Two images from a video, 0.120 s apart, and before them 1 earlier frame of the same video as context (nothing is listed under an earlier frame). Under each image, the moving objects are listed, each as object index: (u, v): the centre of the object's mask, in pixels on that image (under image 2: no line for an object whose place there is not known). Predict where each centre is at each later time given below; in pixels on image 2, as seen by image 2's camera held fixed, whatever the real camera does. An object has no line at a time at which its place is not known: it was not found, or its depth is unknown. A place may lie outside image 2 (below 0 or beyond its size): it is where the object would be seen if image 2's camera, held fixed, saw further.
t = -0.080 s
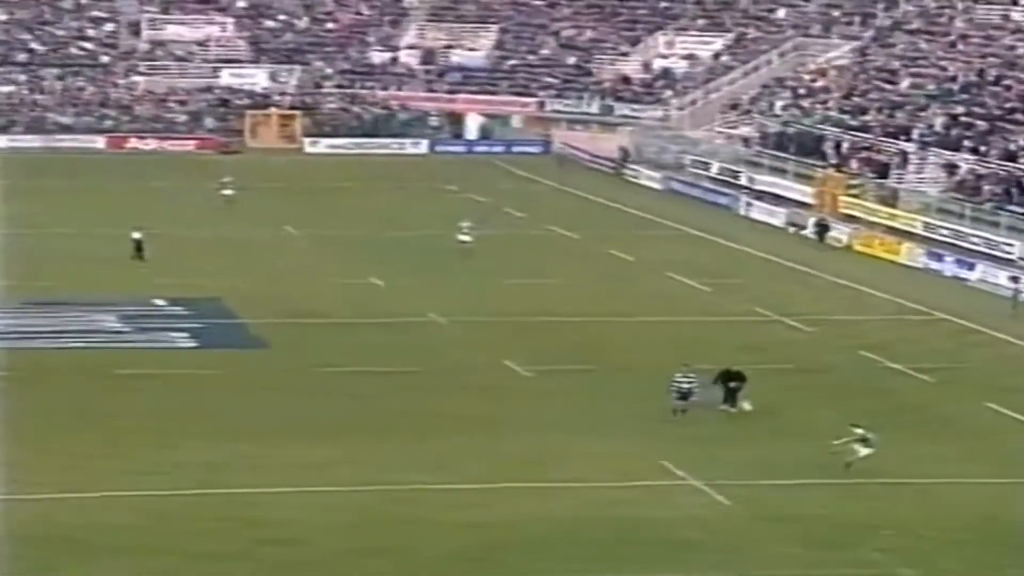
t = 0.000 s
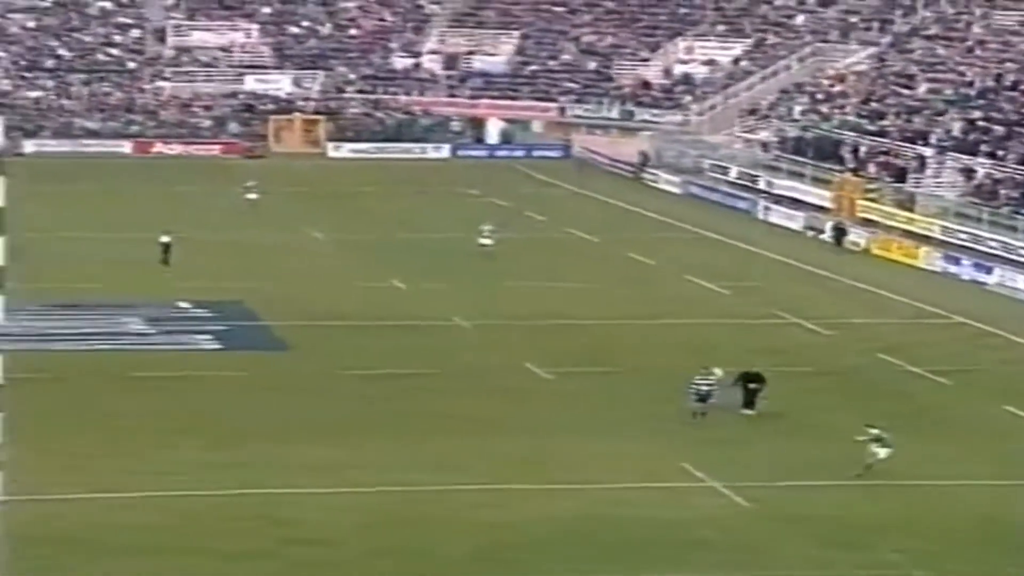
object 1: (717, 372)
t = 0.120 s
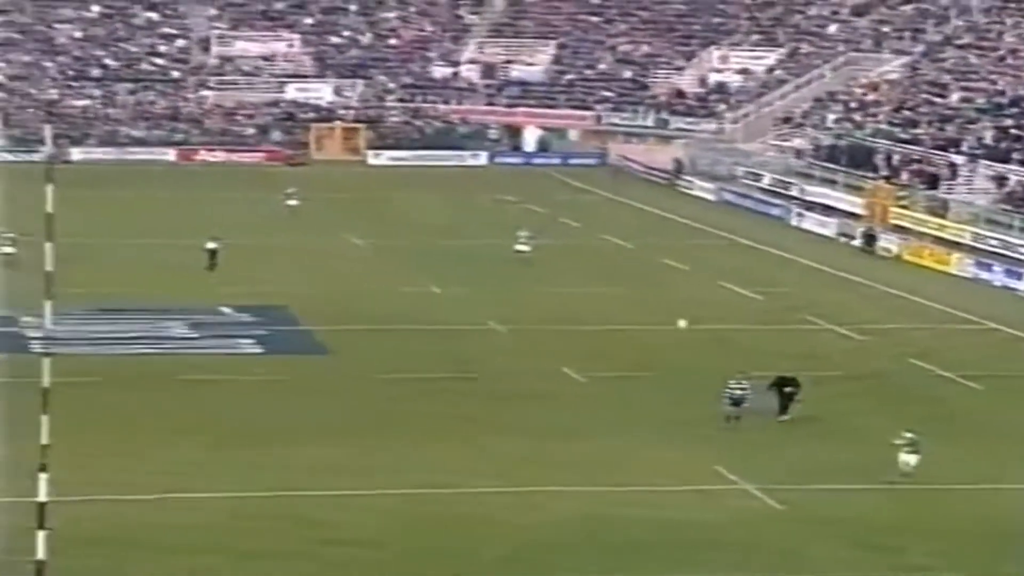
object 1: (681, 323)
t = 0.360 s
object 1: (557, 227)
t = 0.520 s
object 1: (481, 173)
